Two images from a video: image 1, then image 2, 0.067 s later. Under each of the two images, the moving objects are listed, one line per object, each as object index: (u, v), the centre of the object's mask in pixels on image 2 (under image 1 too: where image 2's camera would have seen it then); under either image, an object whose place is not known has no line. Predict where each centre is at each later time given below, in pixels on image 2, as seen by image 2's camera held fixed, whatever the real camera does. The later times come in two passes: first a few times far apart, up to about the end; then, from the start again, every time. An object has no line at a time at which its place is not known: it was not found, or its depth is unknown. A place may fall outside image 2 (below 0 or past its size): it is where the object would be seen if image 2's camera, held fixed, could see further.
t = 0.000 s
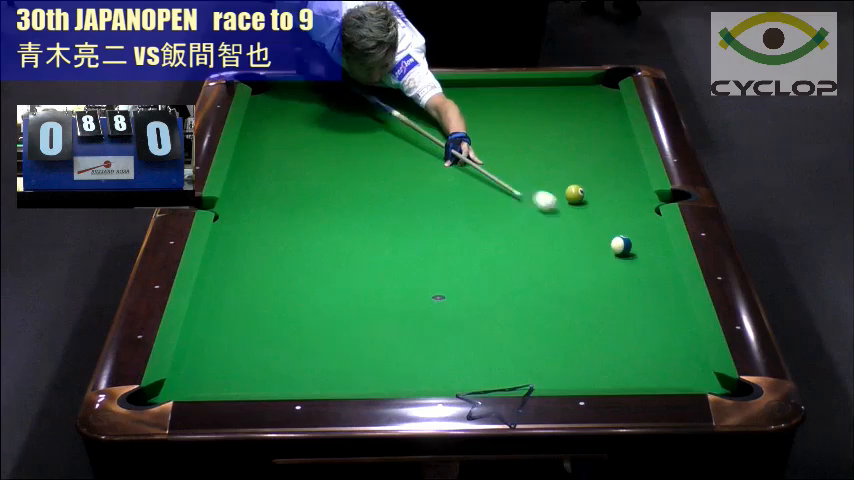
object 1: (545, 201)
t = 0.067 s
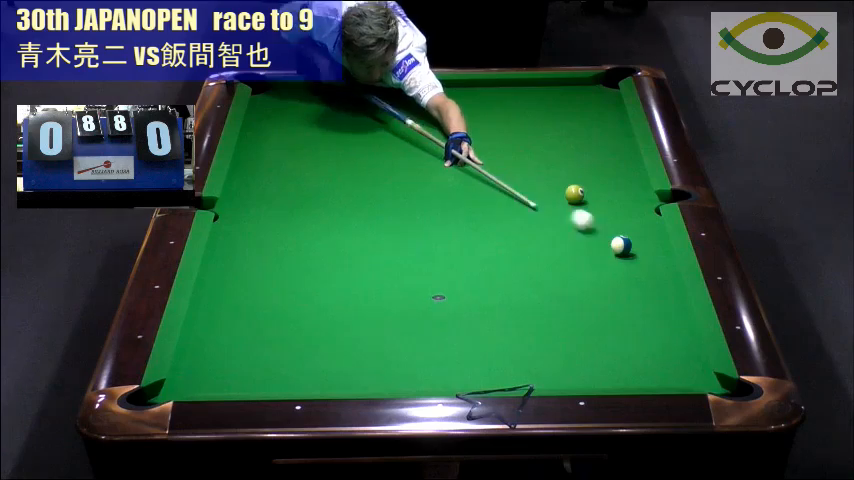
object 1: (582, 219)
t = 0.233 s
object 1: (652, 238)
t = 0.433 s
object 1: (632, 255)
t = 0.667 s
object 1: (602, 277)
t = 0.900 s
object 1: (570, 300)
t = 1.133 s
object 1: (538, 323)
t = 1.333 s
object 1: (509, 344)
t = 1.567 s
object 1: (476, 368)
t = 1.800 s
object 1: (439, 382)
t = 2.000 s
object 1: (403, 372)
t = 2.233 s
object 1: (363, 362)
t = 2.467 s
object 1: (326, 350)
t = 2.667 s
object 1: (296, 341)
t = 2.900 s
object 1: (263, 331)
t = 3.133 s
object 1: (232, 322)
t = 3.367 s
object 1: (203, 313)
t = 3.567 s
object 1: (210, 307)
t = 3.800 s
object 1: (231, 300)
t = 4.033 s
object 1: (249, 295)
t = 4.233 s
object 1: (264, 290)
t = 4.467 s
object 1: (280, 285)
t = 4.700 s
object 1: (294, 281)
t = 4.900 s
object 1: (305, 279)
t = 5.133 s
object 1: (317, 276)
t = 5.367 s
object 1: (327, 274)
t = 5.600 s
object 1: (335, 272)
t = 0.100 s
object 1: (600, 228)
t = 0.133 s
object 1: (617, 233)
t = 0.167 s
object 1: (630, 236)
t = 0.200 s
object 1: (641, 237)
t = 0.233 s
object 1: (652, 238)
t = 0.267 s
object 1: (656, 240)
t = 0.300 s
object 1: (651, 243)
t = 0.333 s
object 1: (645, 246)
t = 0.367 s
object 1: (641, 249)
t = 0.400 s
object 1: (636, 252)
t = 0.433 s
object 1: (632, 255)
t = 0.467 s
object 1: (628, 258)
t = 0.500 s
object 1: (623, 262)
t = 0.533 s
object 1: (619, 265)
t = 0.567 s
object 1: (615, 268)
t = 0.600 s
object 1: (610, 271)
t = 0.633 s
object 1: (606, 274)
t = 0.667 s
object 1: (602, 277)
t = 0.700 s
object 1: (597, 280)
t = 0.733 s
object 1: (593, 284)
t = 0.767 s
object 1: (588, 287)
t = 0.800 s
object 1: (584, 290)
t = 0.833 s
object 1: (579, 294)
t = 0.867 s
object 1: (575, 297)
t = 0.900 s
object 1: (570, 300)
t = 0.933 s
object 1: (566, 303)
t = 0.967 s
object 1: (561, 307)
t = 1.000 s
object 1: (556, 310)
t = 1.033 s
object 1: (552, 313)
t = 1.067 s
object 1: (547, 316)
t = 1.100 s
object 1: (543, 320)
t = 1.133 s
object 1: (538, 323)
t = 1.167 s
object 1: (533, 327)
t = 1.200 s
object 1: (529, 330)
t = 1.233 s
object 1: (524, 334)
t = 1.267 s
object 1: (519, 337)
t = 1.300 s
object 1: (514, 341)
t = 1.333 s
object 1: (509, 344)
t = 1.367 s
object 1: (505, 347)
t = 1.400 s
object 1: (500, 351)
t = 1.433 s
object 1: (495, 354)
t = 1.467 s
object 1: (490, 358)
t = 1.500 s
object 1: (486, 361)
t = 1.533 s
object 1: (481, 365)
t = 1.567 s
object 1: (476, 368)
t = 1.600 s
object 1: (471, 371)
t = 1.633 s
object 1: (466, 375)
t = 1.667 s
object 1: (461, 377)
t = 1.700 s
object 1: (456, 379)
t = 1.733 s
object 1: (451, 382)
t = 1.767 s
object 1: (446, 384)
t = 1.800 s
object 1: (439, 382)
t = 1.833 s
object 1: (433, 381)
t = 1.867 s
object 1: (427, 380)
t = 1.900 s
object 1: (421, 378)
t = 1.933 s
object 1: (416, 376)
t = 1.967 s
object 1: (410, 373)
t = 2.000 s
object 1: (403, 372)
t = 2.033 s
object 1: (397, 372)
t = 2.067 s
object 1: (391, 370)
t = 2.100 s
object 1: (385, 368)
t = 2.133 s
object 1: (379, 366)
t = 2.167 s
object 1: (374, 364)
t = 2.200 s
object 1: (368, 363)
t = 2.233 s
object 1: (363, 362)
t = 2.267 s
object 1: (357, 360)
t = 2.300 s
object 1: (352, 358)
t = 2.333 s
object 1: (347, 356)
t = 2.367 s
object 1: (341, 355)
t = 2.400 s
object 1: (336, 353)
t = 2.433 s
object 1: (331, 352)
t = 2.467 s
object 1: (326, 350)
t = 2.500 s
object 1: (321, 348)
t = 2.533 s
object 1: (316, 347)
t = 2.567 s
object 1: (311, 345)
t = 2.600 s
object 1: (306, 344)
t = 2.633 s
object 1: (301, 342)
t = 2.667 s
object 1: (296, 341)
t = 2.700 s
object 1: (291, 340)
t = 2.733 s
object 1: (286, 338)
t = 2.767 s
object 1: (282, 336)
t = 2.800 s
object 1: (277, 335)
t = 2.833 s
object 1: (272, 334)
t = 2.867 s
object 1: (268, 332)
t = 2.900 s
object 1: (263, 331)
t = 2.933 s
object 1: (259, 329)
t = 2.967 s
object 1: (254, 328)
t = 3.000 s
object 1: (250, 327)
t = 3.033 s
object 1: (245, 325)
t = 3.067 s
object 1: (241, 324)
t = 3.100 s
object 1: (237, 323)
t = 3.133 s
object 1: (232, 322)
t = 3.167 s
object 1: (228, 321)
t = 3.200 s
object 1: (224, 319)
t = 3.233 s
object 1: (219, 318)
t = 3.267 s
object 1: (216, 316)
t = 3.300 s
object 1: (211, 316)
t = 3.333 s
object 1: (208, 314)
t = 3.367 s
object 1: (203, 313)
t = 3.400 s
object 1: (200, 312)
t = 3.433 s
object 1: (198, 311)
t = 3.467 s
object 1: (201, 310)
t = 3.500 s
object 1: (204, 309)
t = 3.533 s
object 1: (207, 308)
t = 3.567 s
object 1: (210, 307)
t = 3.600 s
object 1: (213, 306)
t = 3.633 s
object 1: (216, 305)
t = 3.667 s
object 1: (219, 304)
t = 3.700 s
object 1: (222, 303)
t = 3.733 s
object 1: (225, 302)
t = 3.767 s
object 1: (228, 301)
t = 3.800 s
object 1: (231, 300)
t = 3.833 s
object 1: (234, 299)
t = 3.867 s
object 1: (236, 299)
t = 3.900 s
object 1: (239, 298)
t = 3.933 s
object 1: (241, 297)
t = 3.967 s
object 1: (244, 296)
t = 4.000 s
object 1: (247, 296)
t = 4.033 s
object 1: (249, 295)
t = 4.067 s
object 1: (252, 294)
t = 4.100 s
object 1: (254, 293)
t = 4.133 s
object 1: (257, 292)
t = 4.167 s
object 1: (259, 292)
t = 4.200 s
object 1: (261, 291)
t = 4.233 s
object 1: (264, 290)
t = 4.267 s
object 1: (266, 289)
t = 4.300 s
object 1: (269, 289)
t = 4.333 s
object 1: (271, 288)
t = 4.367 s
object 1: (273, 288)
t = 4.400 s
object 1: (275, 287)
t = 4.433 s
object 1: (278, 286)
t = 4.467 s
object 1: (280, 285)
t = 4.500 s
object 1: (282, 285)
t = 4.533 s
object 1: (284, 284)
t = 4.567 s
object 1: (286, 284)
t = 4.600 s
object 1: (288, 283)
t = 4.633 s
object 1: (290, 283)
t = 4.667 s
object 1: (292, 282)
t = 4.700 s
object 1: (294, 281)
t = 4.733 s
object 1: (296, 281)
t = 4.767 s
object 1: (298, 281)
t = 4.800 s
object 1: (300, 280)
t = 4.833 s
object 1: (302, 280)
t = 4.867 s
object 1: (304, 279)
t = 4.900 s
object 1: (305, 279)
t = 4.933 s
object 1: (307, 278)
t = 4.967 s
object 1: (309, 278)
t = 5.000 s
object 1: (310, 278)
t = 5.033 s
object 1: (312, 277)
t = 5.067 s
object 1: (314, 276)
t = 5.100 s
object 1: (315, 277)
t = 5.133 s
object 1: (317, 276)
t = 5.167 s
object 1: (319, 276)
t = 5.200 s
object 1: (320, 275)
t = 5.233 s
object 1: (321, 275)
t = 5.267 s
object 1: (323, 275)
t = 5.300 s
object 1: (324, 274)
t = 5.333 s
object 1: (325, 274)
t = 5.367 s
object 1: (327, 274)
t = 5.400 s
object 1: (328, 273)
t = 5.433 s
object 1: (330, 273)
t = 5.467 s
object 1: (331, 273)
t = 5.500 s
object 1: (332, 273)
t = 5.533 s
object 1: (333, 272)
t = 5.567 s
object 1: (334, 272)
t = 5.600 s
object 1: (335, 272)
